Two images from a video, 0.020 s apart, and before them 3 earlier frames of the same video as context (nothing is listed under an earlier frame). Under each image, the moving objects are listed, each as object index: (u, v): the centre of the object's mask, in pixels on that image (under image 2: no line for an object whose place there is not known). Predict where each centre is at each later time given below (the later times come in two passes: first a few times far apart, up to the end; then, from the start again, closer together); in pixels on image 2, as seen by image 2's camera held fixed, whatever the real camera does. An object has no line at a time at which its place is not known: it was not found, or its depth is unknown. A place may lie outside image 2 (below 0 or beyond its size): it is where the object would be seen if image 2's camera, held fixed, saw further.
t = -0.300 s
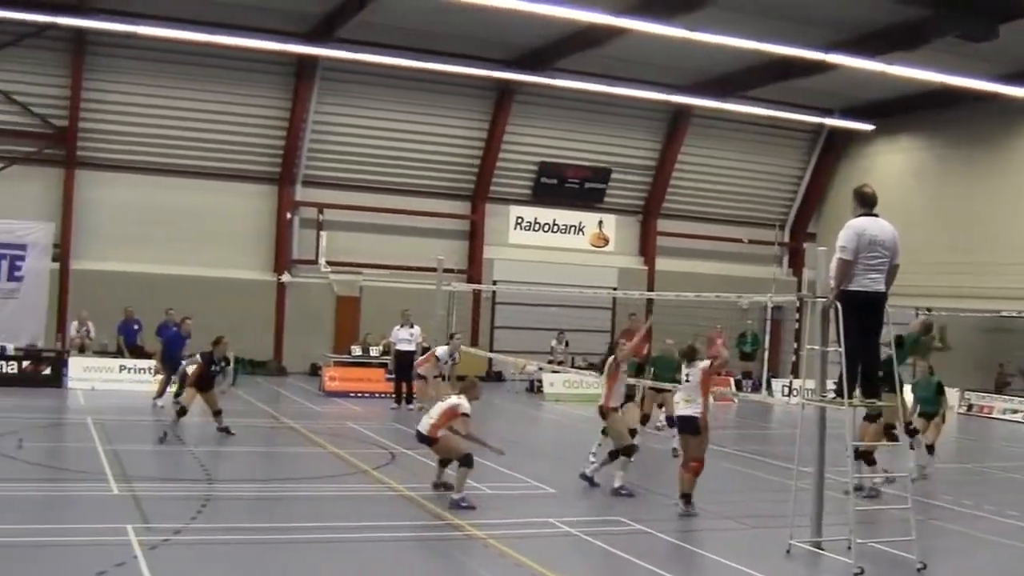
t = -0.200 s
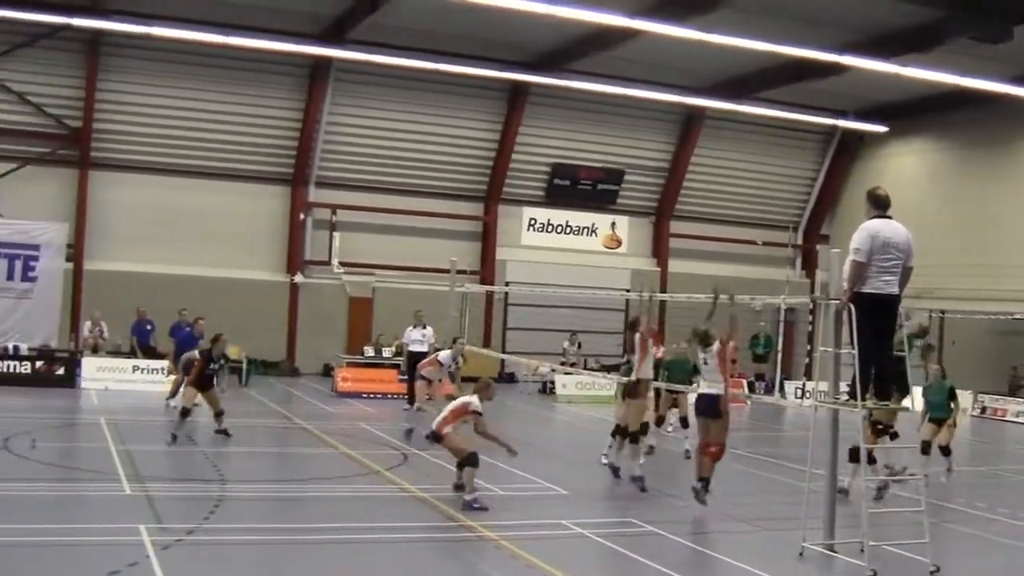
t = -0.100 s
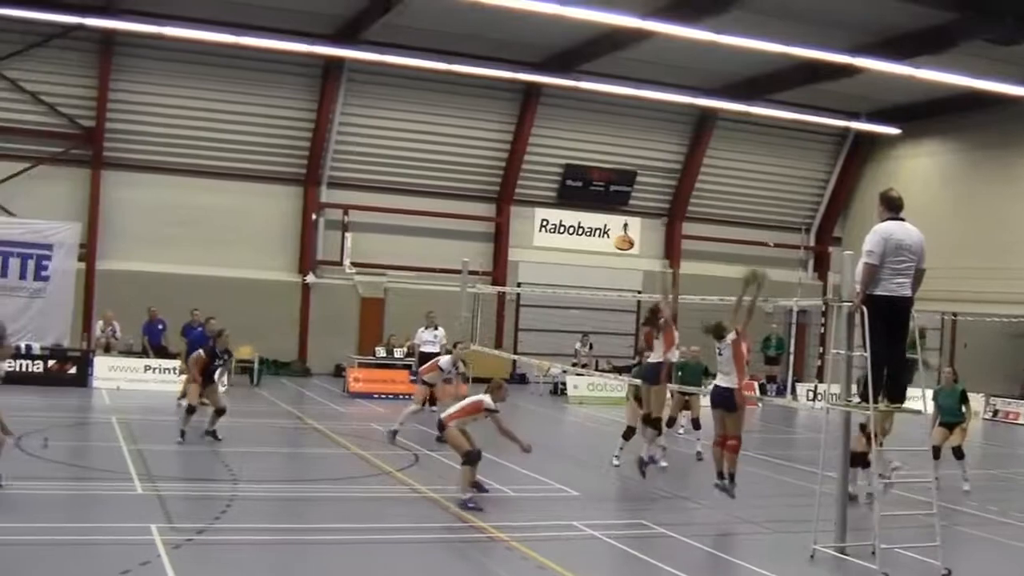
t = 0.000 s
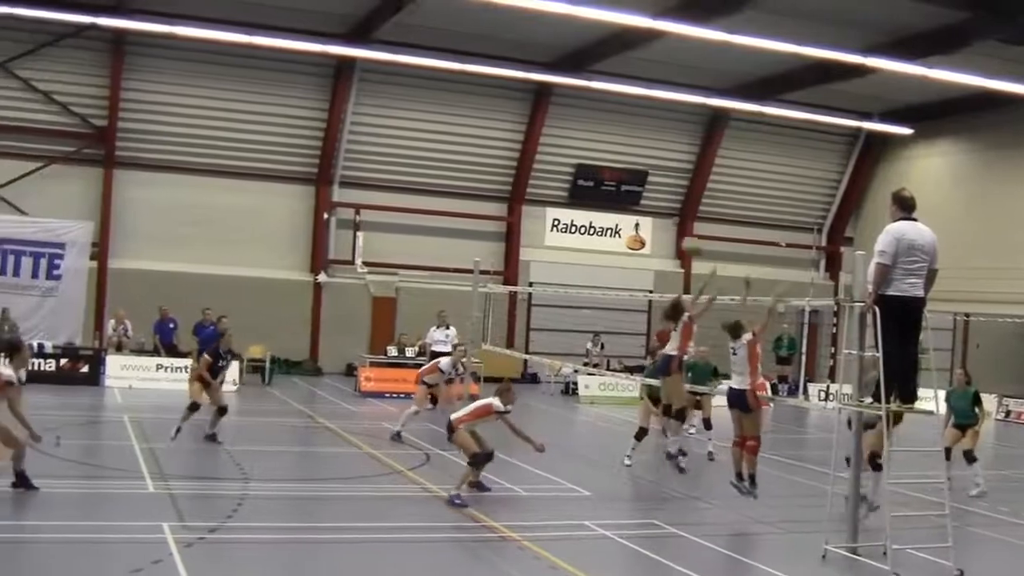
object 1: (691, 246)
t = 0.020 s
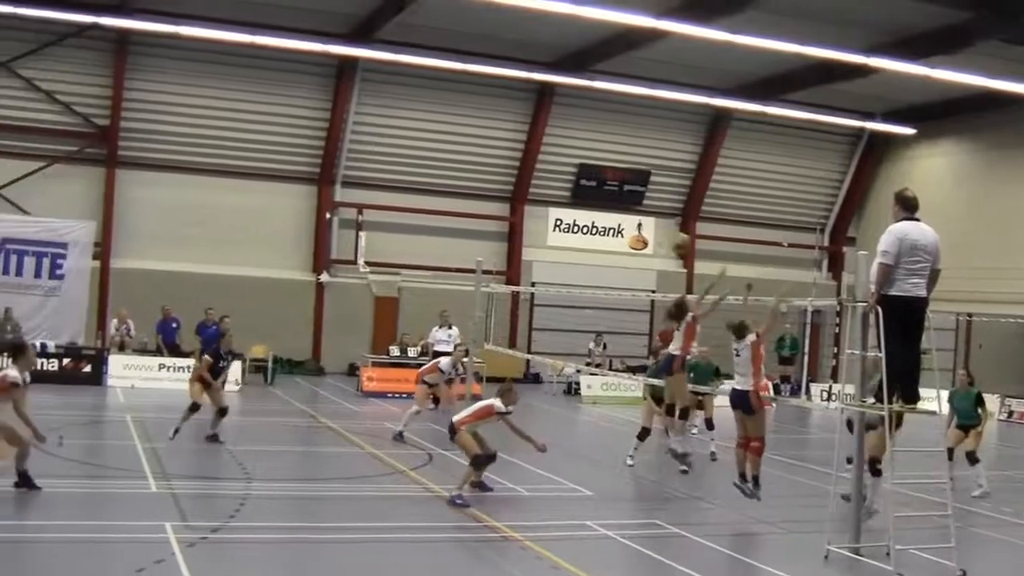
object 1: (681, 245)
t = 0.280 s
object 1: (476, 222)
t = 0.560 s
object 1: (241, 279)
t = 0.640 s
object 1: (170, 307)
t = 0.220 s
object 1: (524, 219)
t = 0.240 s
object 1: (509, 220)
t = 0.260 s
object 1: (492, 223)
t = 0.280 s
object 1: (476, 222)
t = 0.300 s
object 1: (460, 222)
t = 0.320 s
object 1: (443, 224)
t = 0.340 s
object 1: (428, 226)
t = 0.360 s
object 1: (410, 230)
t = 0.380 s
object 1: (395, 231)
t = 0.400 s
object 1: (378, 234)
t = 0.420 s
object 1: (360, 239)
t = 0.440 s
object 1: (344, 245)
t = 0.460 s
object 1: (327, 246)
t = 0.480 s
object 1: (310, 252)
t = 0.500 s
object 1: (292, 259)
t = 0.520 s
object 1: (275, 265)
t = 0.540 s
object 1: (258, 271)
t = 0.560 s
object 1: (241, 279)
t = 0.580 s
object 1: (223, 286)
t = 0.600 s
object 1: (205, 297)
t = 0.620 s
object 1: (187, 303)
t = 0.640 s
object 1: (170, 307)
